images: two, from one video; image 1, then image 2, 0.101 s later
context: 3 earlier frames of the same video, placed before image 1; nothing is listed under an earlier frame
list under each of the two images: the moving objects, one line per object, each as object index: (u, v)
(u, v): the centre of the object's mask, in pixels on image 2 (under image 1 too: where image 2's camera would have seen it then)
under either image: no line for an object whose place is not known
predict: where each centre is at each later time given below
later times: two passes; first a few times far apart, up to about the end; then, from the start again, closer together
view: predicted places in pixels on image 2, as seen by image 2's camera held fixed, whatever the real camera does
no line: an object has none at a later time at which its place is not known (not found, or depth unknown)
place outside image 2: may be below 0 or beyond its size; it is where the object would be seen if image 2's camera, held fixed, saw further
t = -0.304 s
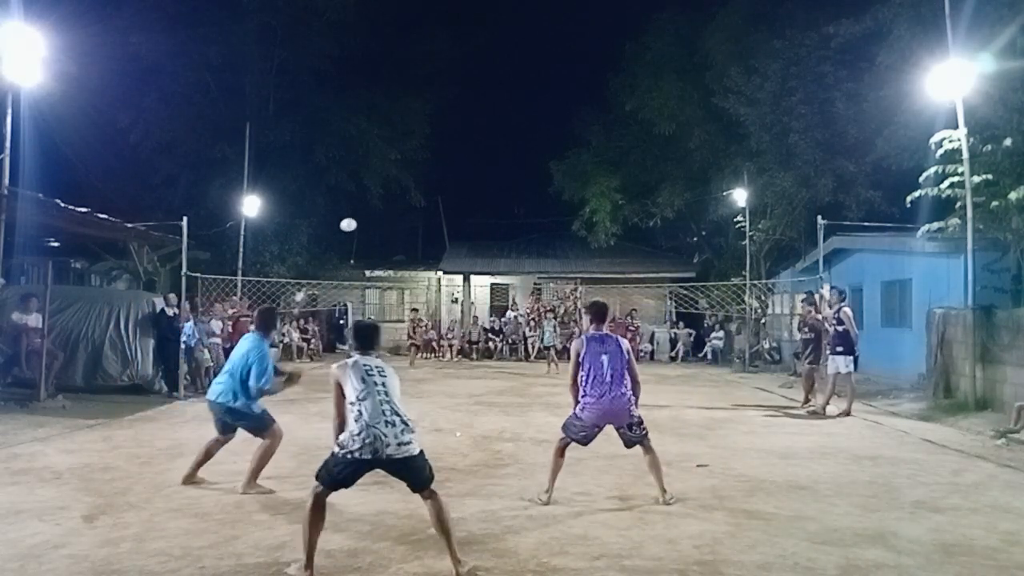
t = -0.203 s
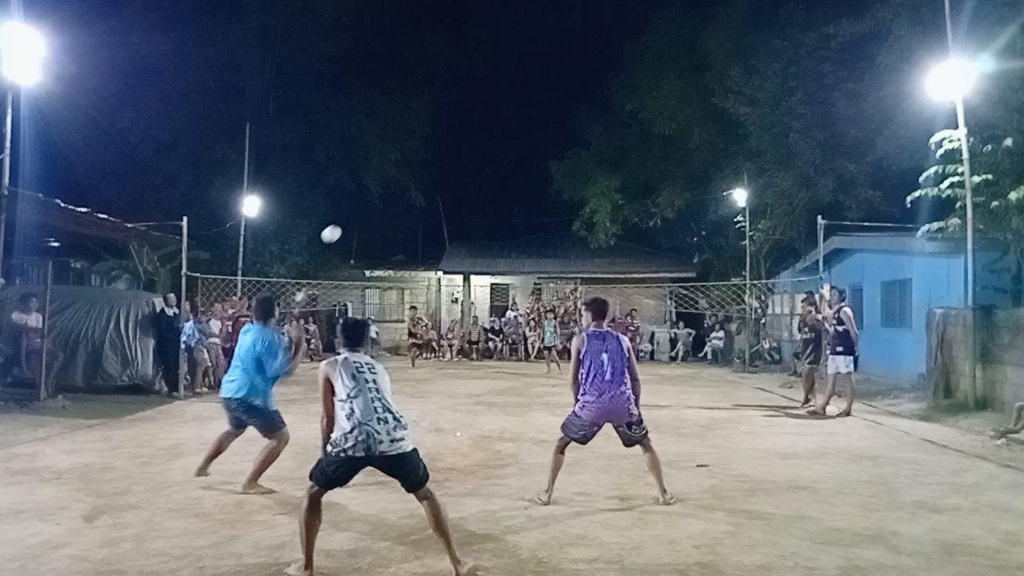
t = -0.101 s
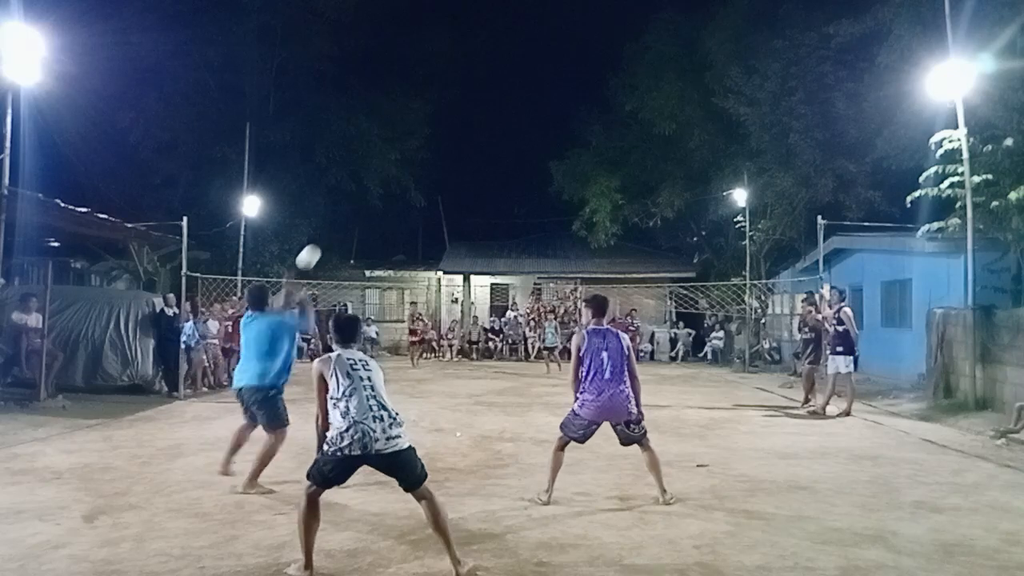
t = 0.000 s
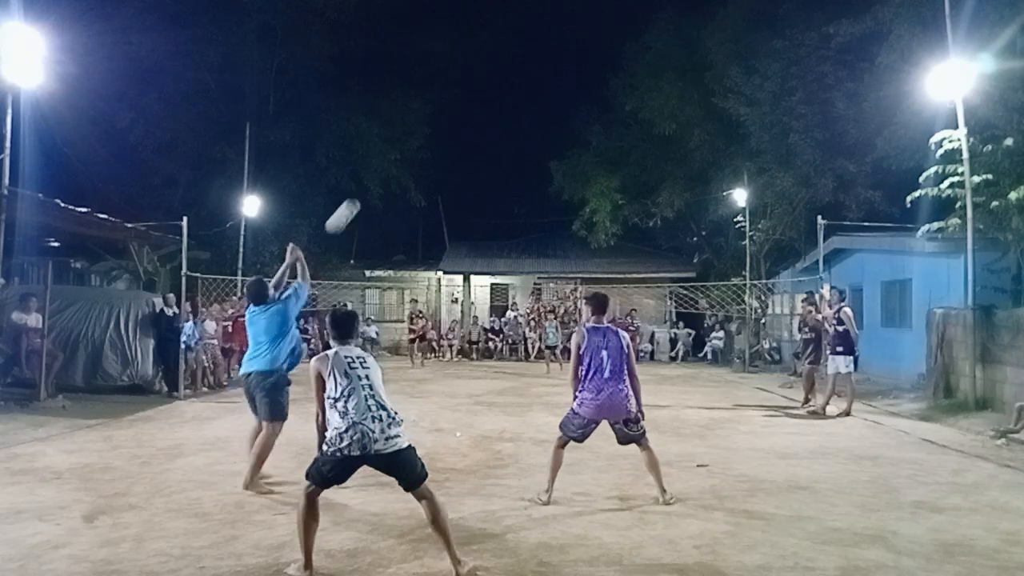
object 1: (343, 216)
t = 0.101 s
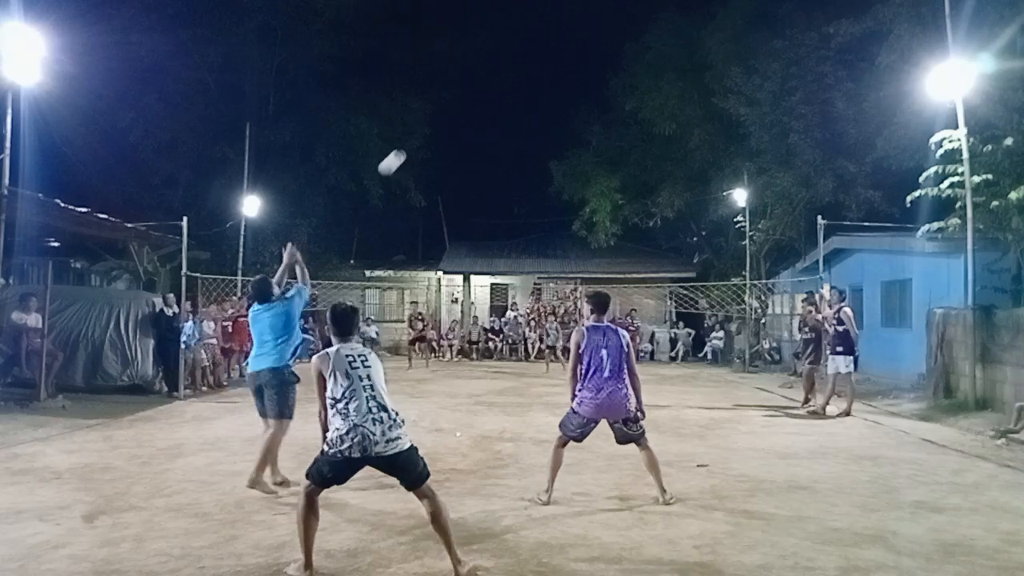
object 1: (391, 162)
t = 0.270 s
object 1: (449, 115)
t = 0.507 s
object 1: (502, 100)
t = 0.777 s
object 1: (540, 123)
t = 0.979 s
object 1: (562, 156)
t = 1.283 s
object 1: (588, 226)
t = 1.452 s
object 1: (600, 272)
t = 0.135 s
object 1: (405, 149)
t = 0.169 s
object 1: (417, 138)
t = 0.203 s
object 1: (429, 129)
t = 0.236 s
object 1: (440, 121)
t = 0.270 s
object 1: (449, 115)
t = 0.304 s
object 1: (459, 109)
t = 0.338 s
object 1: (467, 106)
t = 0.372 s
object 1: (474, 103)
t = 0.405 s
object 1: (482, 101)
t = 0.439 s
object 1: (489, 100)
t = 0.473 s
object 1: (496, 100)
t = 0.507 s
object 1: (502, 100)
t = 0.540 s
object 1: (507, 101)
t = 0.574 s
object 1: (512, 103)
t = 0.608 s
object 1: (518, 105)
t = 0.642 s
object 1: (523, 108)
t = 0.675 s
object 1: (527, 111)
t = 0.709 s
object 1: (532, 115)
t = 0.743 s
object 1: (536, 119)
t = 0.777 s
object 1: (540, 123)
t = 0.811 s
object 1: (544, 128)
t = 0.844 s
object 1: (548, 133)
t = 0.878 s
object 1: (552, 138)
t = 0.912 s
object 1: (555, 144)
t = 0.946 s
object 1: (559, 150)
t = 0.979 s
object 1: (562, 156)
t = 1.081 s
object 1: (571, 178)
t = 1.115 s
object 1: (575, 185)
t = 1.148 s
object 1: (577, 193)
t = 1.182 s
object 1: (580, 201)
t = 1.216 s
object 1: (583, 209)
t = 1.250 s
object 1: (586, 217)
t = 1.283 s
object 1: (588, 226)
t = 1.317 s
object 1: (591, 235)
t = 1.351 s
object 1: (593, 244)
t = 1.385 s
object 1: (595, 253)
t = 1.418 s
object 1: (598, 262)
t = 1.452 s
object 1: (600, 272)
